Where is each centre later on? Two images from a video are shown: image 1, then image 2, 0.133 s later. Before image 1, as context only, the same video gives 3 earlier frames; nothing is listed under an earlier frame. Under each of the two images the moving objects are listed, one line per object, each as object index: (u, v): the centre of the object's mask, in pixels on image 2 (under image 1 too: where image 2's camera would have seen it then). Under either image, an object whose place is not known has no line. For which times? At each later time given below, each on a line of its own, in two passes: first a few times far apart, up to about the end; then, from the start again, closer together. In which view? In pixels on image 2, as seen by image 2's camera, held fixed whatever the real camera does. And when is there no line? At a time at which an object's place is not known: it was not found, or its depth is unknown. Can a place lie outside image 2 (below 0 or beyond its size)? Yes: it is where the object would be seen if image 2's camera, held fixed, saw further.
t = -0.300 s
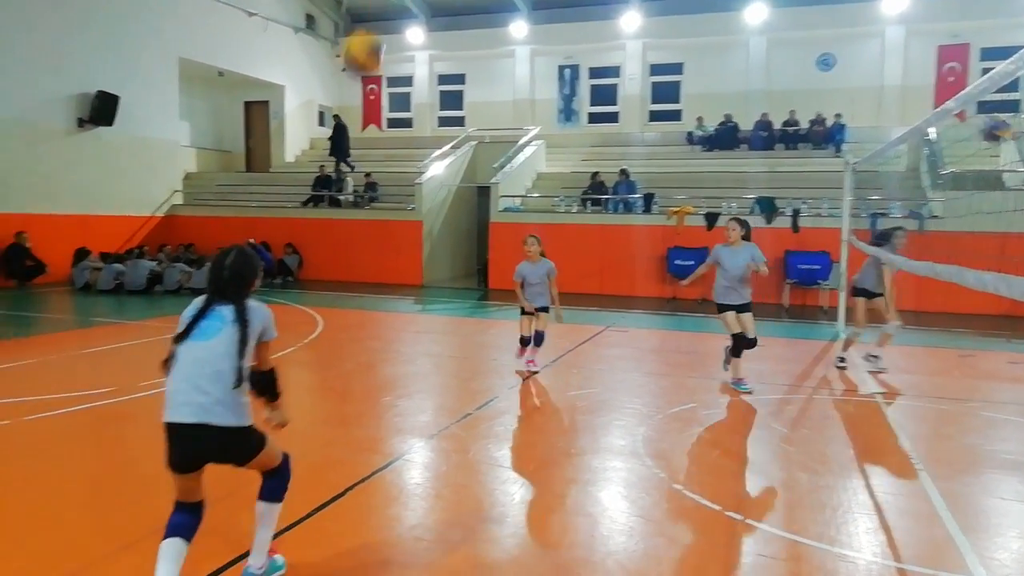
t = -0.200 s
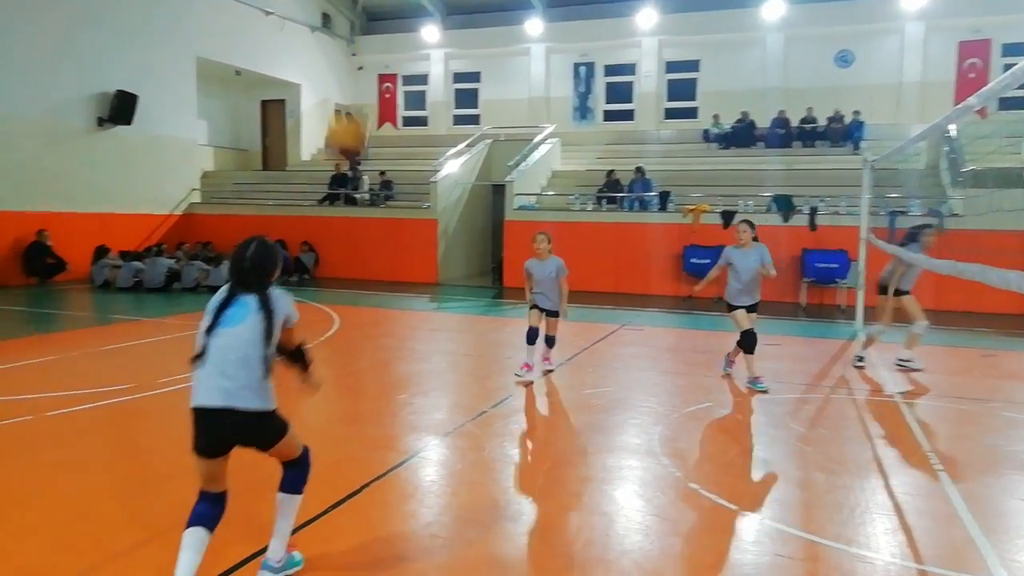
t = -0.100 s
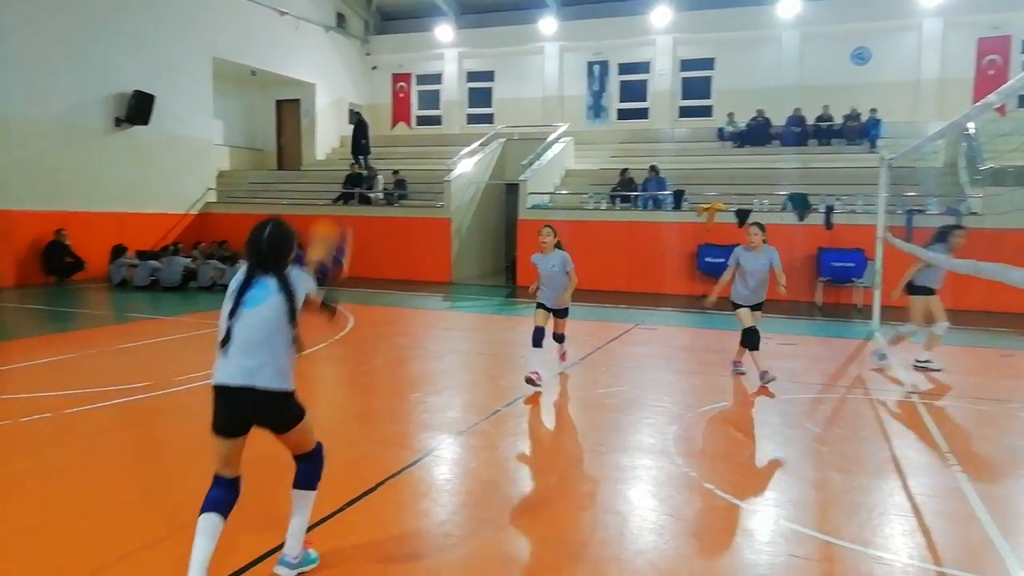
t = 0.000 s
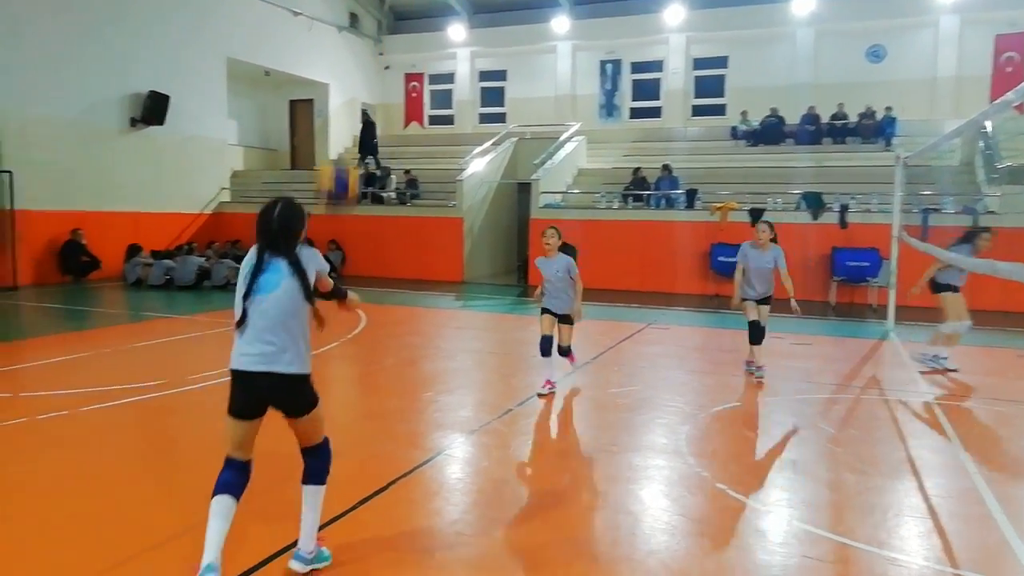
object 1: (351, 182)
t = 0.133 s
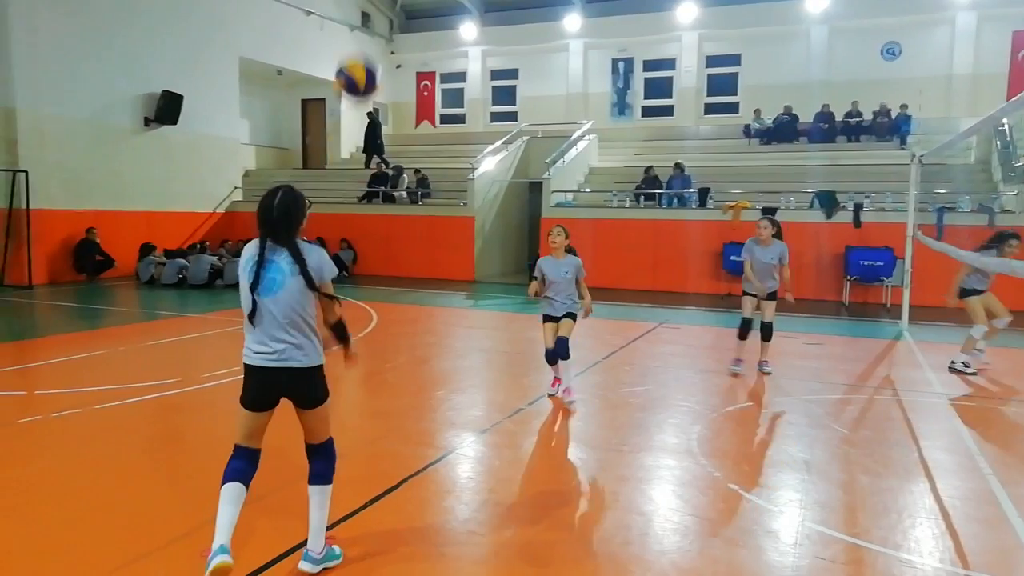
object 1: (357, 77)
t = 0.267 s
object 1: (365, 15)
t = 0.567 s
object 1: (381, 9)
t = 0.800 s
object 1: (391, 113)
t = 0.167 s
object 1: (359, 57)
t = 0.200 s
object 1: (361, 41)
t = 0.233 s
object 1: (364, 25)
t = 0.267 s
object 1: (365, 15)
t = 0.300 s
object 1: (367, 9)
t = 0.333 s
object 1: (368, 4)
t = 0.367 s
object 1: (371, 1)
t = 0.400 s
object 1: (372, 0)
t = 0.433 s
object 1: (374, 0)
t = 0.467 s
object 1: (375, 0)
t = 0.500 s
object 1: (378, 2)
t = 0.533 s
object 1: (379, 5)
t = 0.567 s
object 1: (381, 9)
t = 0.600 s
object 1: (381, 18)
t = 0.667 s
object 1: (385, 43)
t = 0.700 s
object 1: (387, 57)
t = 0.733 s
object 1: (388, 75)
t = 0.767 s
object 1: (390, 93)
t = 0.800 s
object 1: (391, 113)
